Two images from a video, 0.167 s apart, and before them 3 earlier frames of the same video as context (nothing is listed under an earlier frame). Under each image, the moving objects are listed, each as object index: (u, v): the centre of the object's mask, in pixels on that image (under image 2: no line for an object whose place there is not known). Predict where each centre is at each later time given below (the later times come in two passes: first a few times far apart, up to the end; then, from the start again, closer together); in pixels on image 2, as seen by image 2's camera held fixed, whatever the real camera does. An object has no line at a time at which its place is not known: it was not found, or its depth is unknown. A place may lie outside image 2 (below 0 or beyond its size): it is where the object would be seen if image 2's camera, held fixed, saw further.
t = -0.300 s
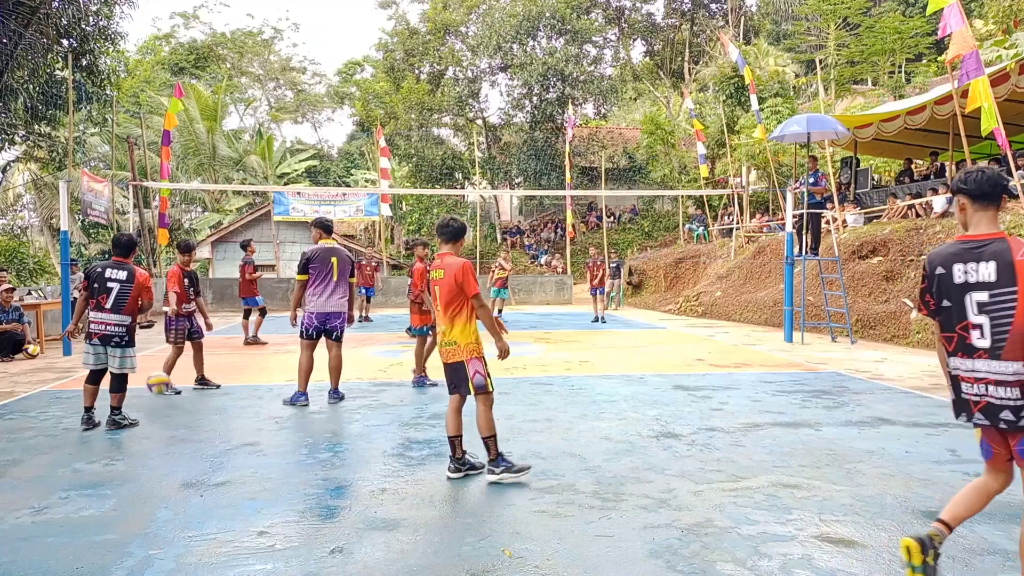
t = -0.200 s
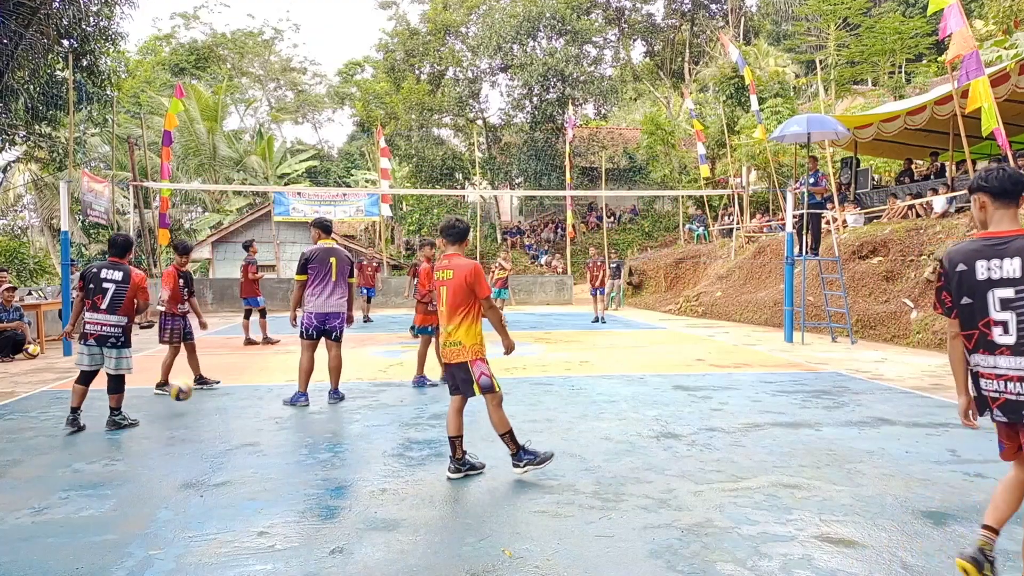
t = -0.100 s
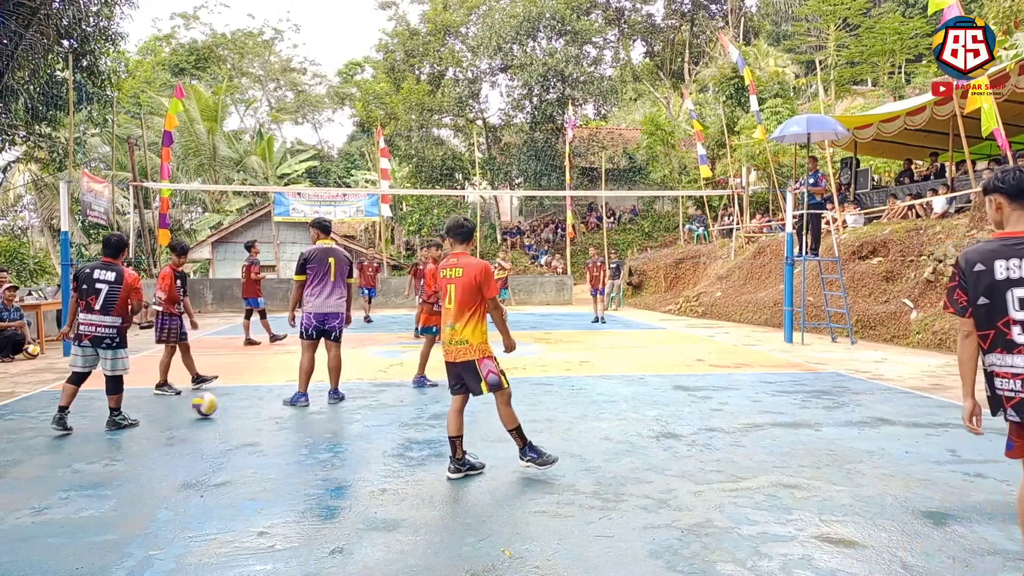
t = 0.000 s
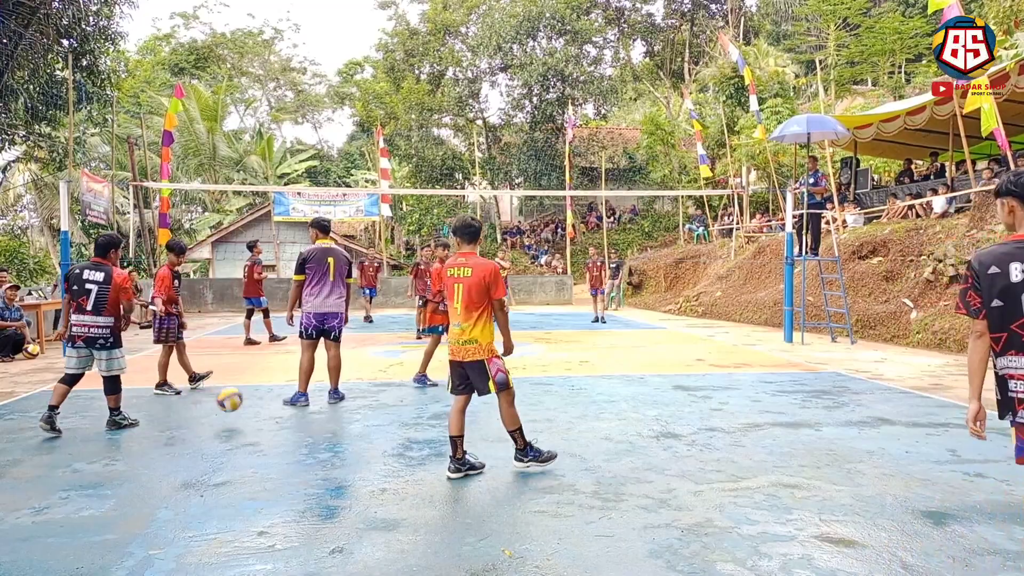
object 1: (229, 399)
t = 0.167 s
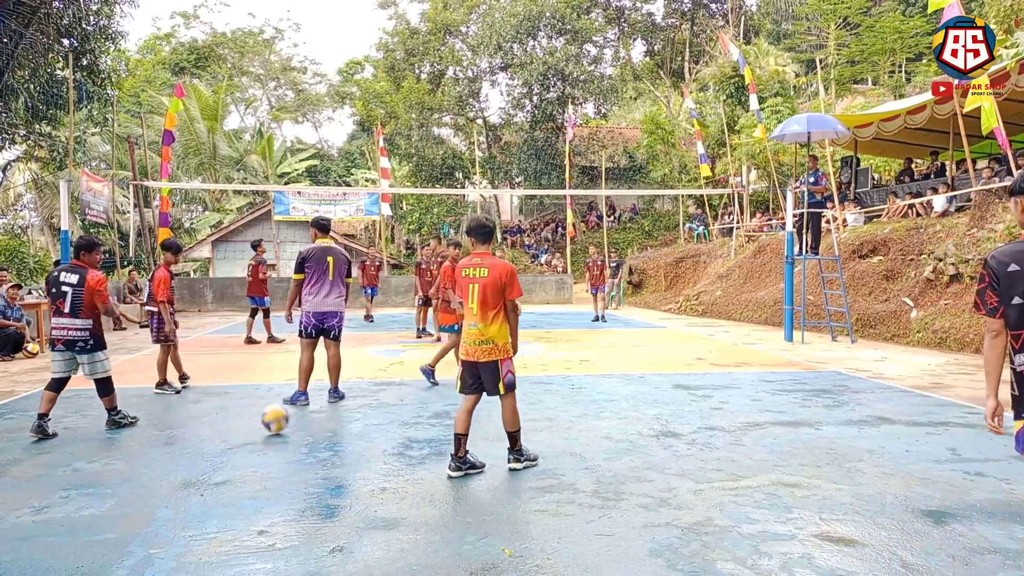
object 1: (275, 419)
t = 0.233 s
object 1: (294, 418)
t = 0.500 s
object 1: (384, 434)
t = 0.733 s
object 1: (478, 453)
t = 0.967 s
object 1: (592, 478)
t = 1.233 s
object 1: (753, 519)
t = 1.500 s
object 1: (969, 562)
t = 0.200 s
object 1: (285, 420)
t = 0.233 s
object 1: (294, 418)
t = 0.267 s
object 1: (305, 418)
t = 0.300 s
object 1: (315, 419)
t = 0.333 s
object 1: (326, 421)
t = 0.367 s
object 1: (337, 426)
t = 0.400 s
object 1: (349, 433)
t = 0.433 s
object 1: (361, 436)
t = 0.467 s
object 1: (371, 435)
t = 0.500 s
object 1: (384, 434)
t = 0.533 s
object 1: (396, 435)
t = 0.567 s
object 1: (409, 438)
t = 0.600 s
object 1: (422, 442)
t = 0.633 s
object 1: (435, 450)
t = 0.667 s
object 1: (450, 455)
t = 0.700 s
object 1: (463, 453)
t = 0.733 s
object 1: (478, 453)
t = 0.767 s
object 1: (494, 455)
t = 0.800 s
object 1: (509, 459)
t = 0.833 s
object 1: (524, 465)
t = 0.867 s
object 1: (539, 474)
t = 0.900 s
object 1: (556, 476)
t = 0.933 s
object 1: (573, 476)
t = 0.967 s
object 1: (592, 478)
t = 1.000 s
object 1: (610, 484)
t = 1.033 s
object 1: (627, 490)
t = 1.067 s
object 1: (647, 500)
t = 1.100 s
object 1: (667, 500)
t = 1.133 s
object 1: (687, 499)
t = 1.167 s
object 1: (710, 505)
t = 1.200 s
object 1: (731, 512)
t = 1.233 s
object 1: (753, 519)
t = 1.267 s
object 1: (777, 531)
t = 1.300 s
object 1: (802, 532)
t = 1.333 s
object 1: (827, 535)
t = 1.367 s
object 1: (854, 542)
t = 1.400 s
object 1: (880, 551)
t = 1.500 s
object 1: (969, 562)
